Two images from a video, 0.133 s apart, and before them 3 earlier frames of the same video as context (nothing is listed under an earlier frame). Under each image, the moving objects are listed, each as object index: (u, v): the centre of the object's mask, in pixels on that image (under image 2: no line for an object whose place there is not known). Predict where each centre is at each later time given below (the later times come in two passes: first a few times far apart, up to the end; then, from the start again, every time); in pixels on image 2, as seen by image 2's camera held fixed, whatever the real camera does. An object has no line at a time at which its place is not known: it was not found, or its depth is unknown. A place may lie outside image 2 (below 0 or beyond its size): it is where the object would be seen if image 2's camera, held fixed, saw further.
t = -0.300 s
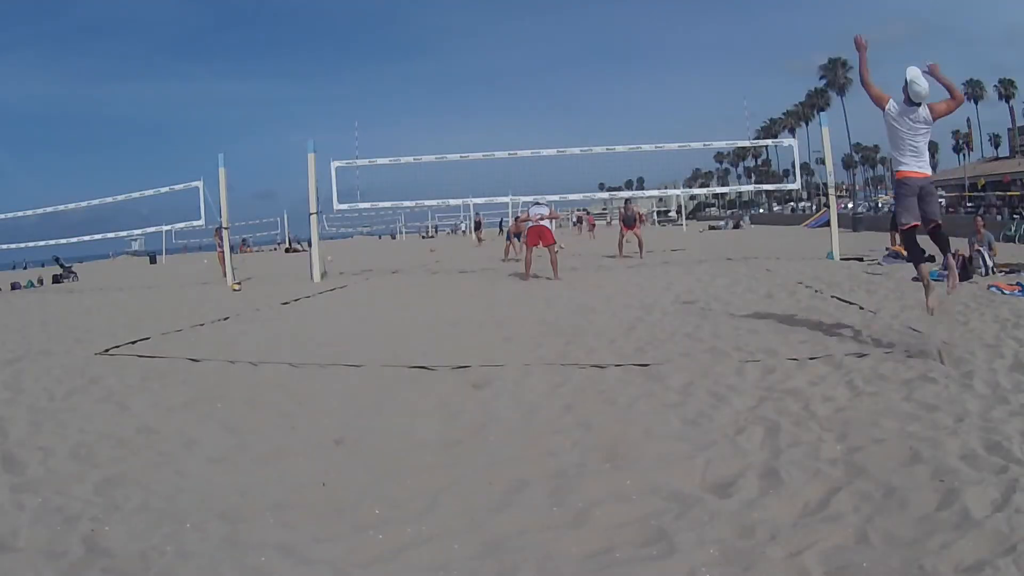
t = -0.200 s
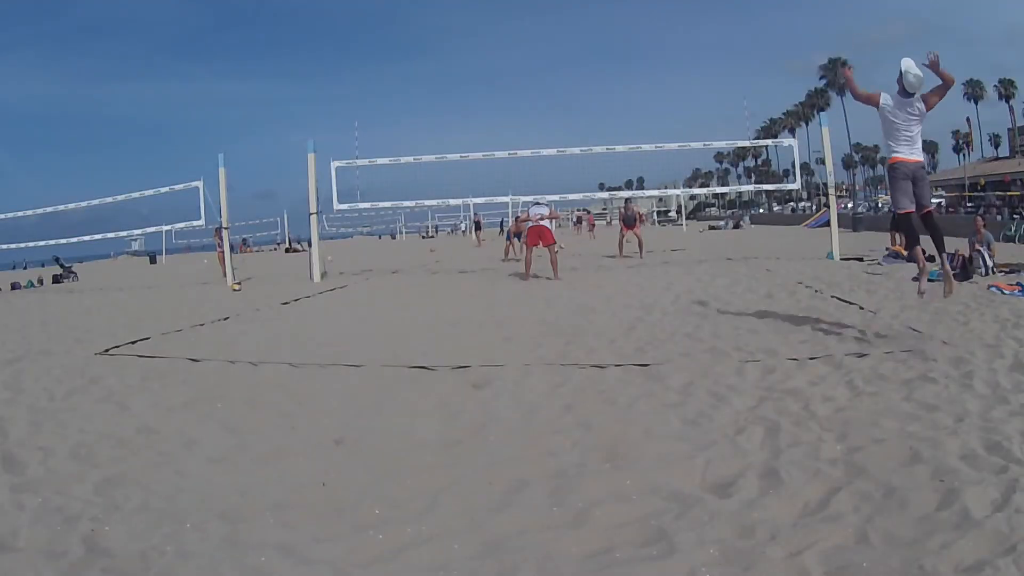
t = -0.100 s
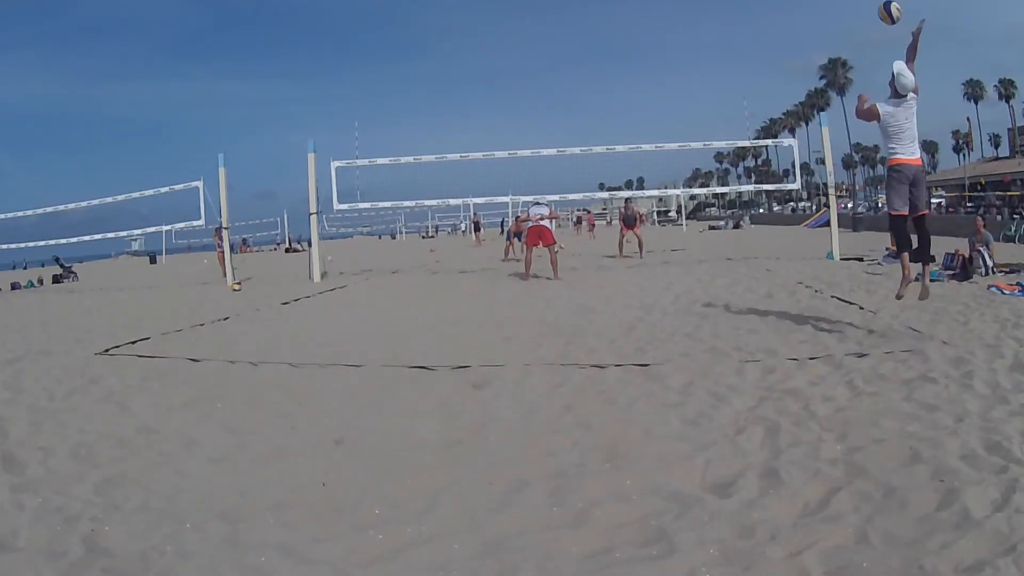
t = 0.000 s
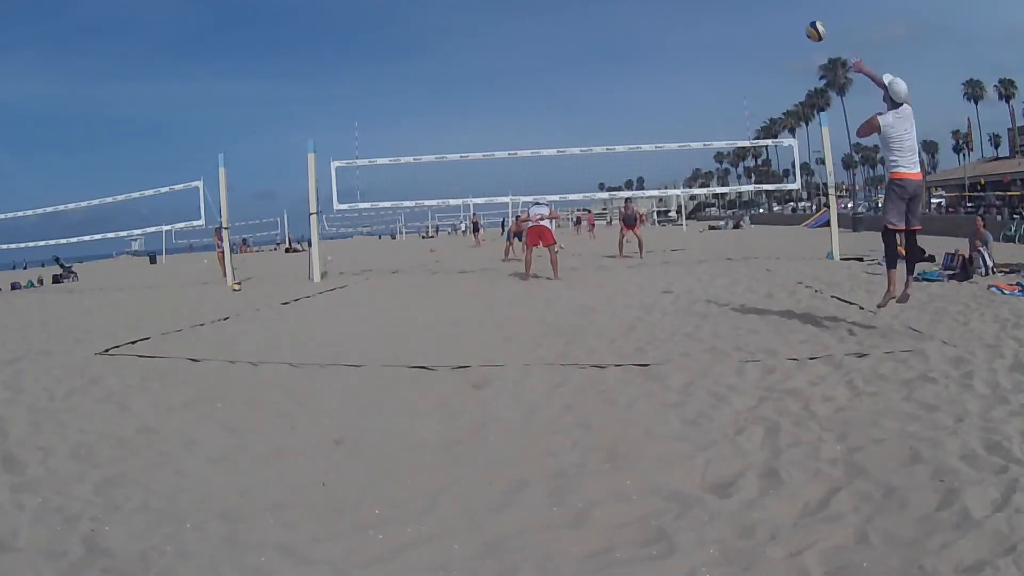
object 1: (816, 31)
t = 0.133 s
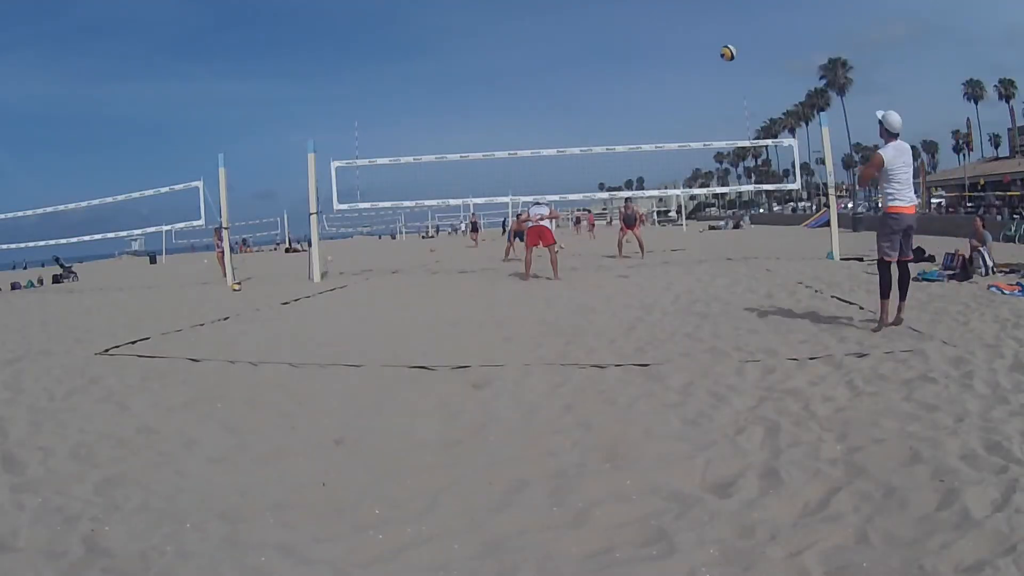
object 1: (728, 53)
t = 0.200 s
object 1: (698, 65)
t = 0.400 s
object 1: (638, 103)
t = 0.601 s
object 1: (604, 144)
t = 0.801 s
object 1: (585, 190)
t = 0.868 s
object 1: (580, 207)
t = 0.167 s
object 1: (712, 59)
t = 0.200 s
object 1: (698, 65)
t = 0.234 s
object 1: (686, 71)
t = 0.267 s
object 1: (674, 76)
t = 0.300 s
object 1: (664, 83)
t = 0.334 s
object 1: (654, 89)
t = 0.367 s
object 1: (645, 96)
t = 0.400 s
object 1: (638, 103)
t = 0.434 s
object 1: (631, 110)
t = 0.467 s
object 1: (624, 117)
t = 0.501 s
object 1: (619, 124)
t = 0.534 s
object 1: (613, 131)
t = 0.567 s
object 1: (609, 138)
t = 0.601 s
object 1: (604, 144)
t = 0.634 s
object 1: (600, 155)
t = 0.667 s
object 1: (597, 161)
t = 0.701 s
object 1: (594, 168)
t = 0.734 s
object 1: (591, 176)
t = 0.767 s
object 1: (588, 183)
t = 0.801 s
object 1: (585, 190)
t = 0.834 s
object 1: (582, 200)
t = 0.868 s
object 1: (580, 207)
